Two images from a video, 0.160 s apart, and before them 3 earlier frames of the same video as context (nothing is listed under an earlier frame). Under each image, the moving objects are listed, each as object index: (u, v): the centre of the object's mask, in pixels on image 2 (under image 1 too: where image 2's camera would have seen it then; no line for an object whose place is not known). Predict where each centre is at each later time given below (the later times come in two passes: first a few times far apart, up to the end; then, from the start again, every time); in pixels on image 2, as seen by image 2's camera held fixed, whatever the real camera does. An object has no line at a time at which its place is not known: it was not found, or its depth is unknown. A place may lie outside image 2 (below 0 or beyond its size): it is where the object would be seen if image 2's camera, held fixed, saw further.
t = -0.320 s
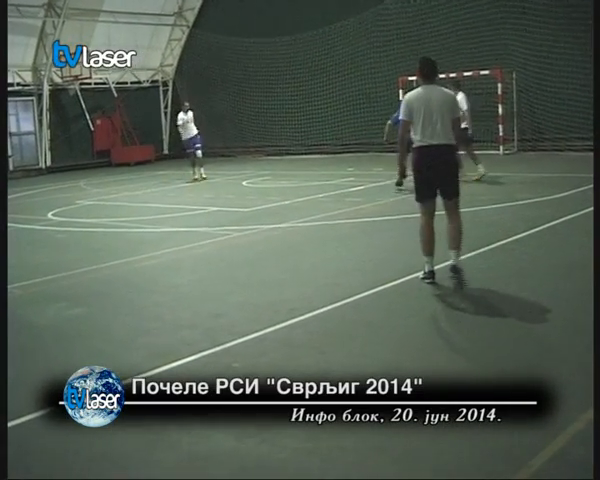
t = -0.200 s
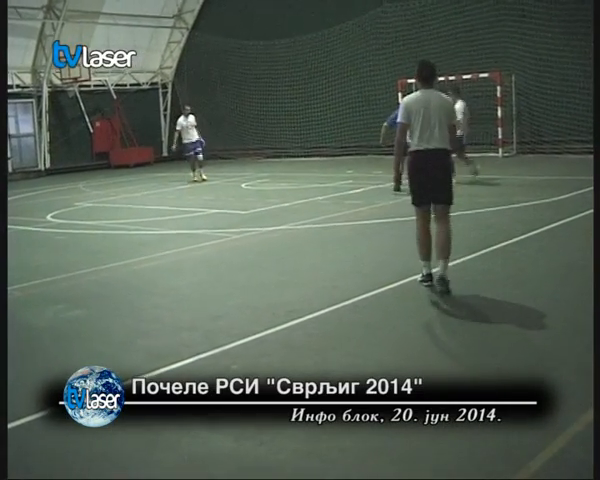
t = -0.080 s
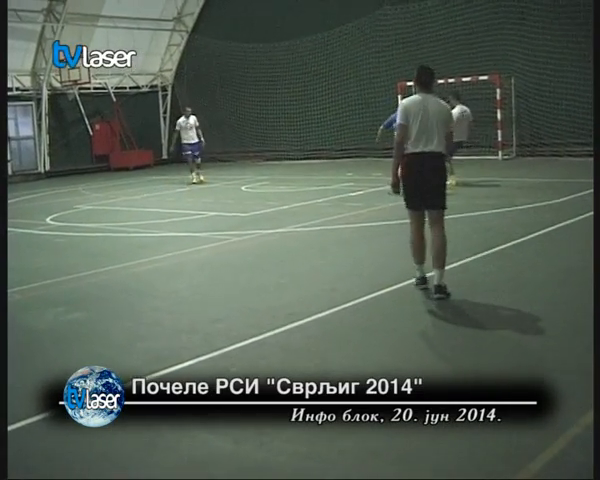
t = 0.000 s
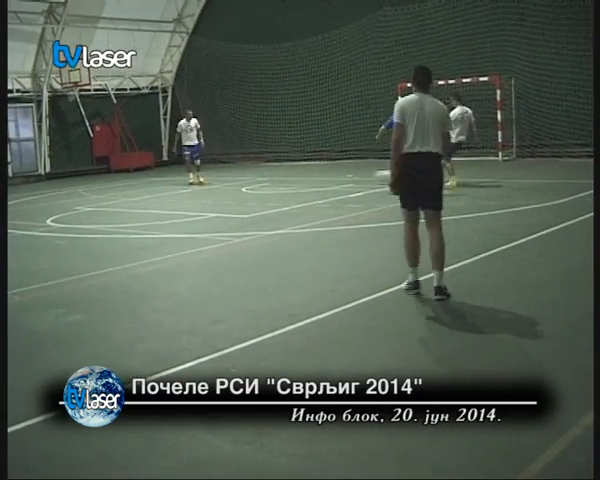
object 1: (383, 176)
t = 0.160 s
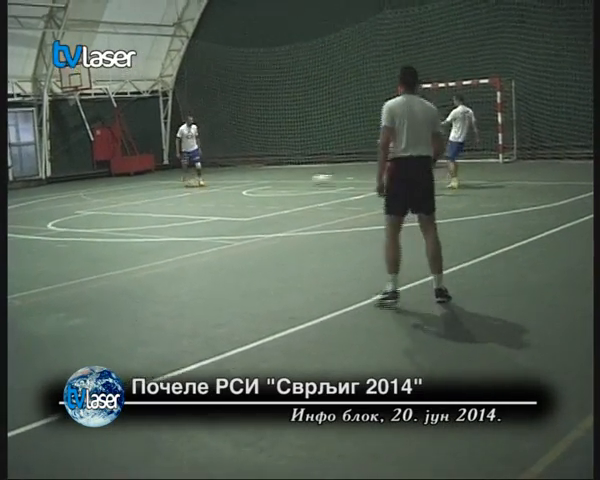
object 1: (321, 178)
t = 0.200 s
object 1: (308, 179)
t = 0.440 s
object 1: (241, 179)
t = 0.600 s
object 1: (209, 182)
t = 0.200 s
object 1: (308, 179)
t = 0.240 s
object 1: (294, 181)
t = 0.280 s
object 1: (283, 181)
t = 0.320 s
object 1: (272, 181)
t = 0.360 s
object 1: (260, 181)
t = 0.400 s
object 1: (250, 181)
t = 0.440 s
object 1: (241, 179)
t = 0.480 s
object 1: (233, 180)
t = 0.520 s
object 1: (224, 181)
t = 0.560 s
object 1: (216, 182)
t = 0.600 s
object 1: (209, 182)
